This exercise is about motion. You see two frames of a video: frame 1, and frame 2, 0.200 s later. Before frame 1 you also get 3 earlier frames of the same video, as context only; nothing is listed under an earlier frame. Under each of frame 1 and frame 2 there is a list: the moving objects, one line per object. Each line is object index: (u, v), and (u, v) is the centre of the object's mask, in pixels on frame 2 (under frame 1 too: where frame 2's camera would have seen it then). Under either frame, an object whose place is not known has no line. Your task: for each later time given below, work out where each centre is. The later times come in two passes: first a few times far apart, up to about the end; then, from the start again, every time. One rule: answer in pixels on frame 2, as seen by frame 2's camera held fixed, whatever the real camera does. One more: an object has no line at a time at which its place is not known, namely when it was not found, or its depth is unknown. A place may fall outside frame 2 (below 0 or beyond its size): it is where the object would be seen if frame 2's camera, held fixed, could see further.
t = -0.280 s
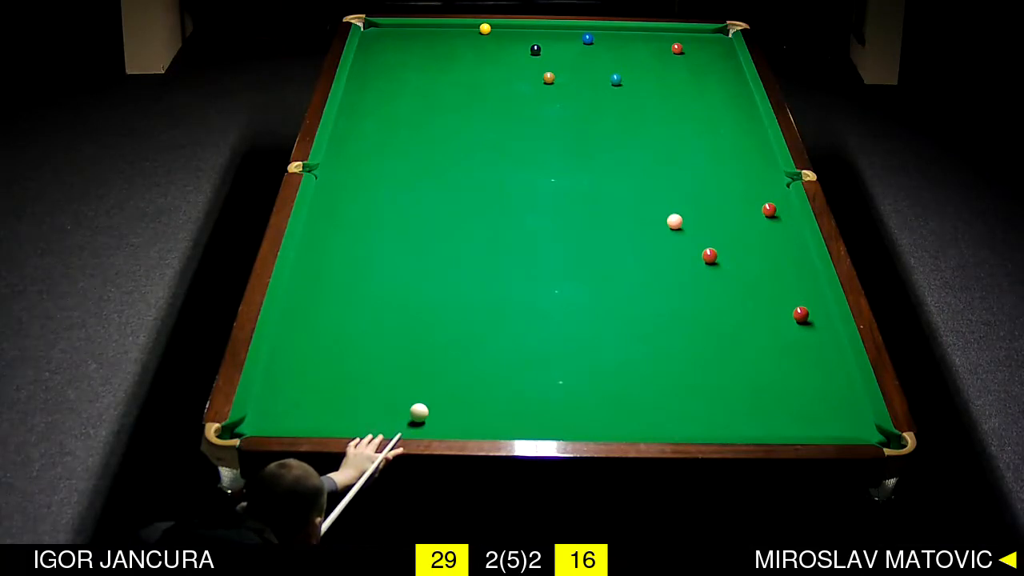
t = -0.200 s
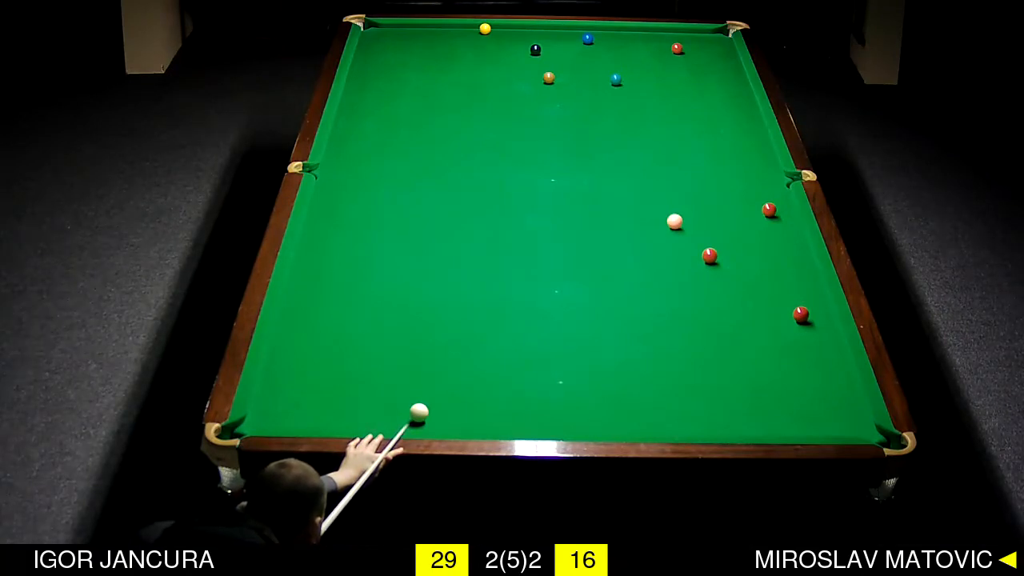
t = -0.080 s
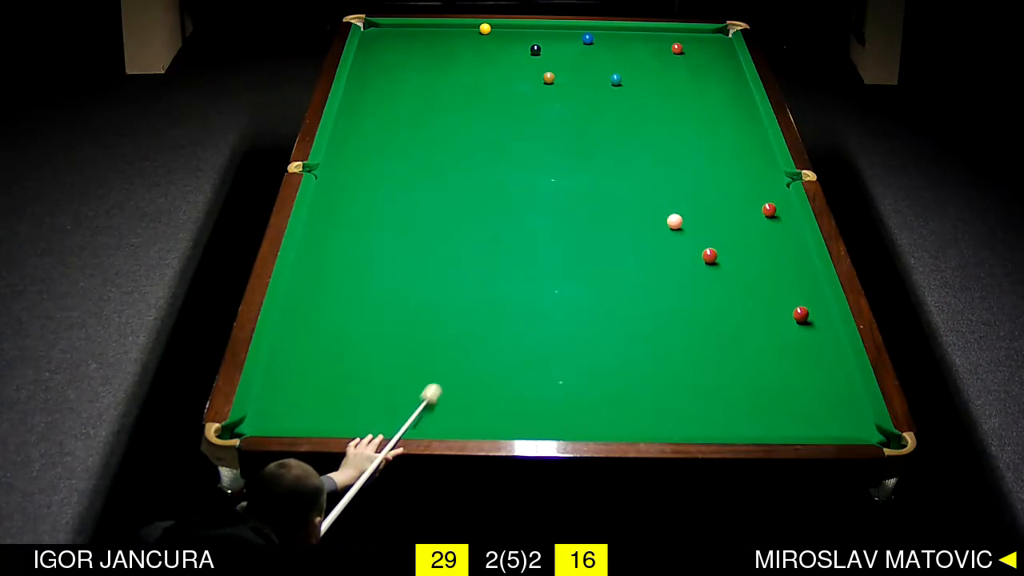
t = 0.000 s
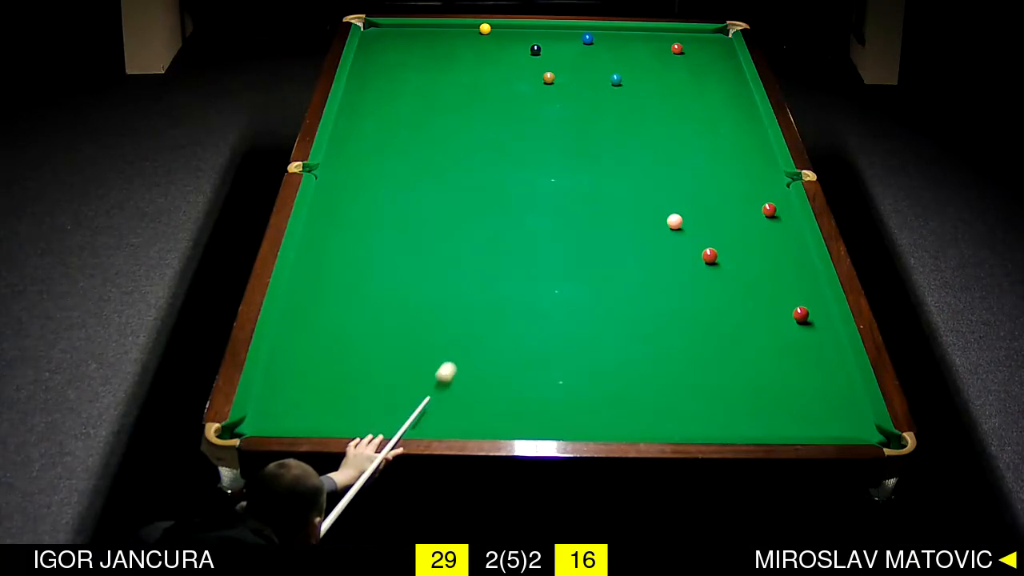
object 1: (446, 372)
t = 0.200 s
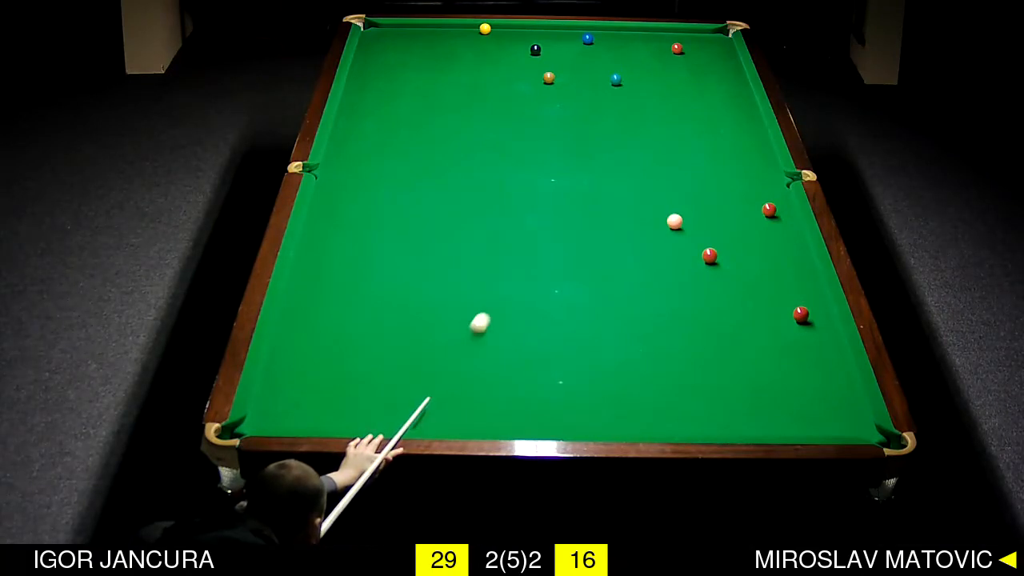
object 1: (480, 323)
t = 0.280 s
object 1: (493, 304)
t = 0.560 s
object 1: (532, 247)
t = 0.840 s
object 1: (567, 198)
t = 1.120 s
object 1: (596, 156)
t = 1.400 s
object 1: (621, 120)
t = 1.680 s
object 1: (643, 87)
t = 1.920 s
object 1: (660, 63)
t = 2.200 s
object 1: (655, 46)
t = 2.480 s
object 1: (640, 32)
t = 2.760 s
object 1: (632, 38)
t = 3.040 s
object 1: (626, 45)
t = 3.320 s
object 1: (621, 53)
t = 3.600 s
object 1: (615, 59)
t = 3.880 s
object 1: (609, 66)
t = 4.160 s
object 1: (604, 72)
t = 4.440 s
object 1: (599, 78)
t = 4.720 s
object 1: (594, 84)
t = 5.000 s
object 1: (590, 89)
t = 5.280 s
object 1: (586, 93)
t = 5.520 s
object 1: (583, 97)
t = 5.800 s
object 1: (580, 100)
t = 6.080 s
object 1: (578, 103)
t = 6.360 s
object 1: (576, 105)
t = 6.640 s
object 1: (575, 107)
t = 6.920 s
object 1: (574, 108)
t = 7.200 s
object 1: (573, 108)
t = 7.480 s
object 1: (573, 108)
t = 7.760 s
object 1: (573, 108)
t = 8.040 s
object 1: (573, 107)
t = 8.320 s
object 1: (573, 107)
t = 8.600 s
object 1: (573, 107)
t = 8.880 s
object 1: (573, 107)
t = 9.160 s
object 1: (573, 107)
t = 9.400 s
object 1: (573, 106)
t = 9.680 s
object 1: (572, 106)
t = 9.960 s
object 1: (572, 106)
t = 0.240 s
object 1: (486, 313)
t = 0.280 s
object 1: (493, 304)
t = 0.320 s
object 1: (499, 295)
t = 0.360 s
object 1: (505, 287)
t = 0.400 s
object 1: (510, 279)
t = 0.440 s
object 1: (516, 270)
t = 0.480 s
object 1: (522, 262)
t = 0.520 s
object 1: (527, 255)
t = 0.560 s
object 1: (532, 247)
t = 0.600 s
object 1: (537, 239)
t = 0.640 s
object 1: (544, 232)
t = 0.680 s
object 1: (549, 225)
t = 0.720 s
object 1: (553, 218)
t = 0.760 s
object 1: (558, 211)
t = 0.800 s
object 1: (562, 204)
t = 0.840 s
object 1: (567, 198)
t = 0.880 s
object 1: (571, 192)
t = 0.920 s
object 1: (576, 185)
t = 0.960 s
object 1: (580, 179)
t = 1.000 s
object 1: (585, 173)
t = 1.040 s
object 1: (588, 167)
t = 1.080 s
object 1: (592, 161)
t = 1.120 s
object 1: (596, 156)
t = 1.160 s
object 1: (600, 150)
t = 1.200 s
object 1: (604, 145)
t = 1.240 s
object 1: (607, 139)
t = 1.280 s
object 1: (611, 134)
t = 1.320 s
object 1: (615, 129)
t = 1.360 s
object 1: (618, 124)
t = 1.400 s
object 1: (621, 120)
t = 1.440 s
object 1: (624, 115)
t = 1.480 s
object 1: (628, 110)
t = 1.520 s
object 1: (631, 105)
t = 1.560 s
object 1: (634, 101)
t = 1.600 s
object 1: (637, 96)
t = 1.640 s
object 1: (640, 92)
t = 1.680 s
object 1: (643, 87)
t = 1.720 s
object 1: (646, 83)
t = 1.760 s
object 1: (649, 79)
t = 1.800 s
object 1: (652, 75)
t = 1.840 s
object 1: (654, 71)
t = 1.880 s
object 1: (657, 67)
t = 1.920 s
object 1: (660, 63)
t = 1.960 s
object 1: (662, 60)
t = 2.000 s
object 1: (665, 56)
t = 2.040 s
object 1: (666, 52)
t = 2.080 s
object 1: (663, 50)
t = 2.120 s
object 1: (660, 49)
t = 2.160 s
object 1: (657, 47)
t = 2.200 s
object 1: (655, 46)
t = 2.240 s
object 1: (653, 43)
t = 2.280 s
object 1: (651, 42)
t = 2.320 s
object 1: (648, 40)
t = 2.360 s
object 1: (646, 38)
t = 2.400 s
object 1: (644, 36)
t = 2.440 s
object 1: (642, 34)
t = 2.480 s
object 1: (640, 32)
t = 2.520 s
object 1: (638, 31)
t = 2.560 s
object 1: (637, 32)
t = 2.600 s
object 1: (636, 33)
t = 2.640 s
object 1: (635, 34)
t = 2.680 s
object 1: (634, 35)
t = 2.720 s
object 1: (633, 37)
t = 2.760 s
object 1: (632, 38)
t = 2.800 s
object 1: (631, 39)
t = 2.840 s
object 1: (630, 41)
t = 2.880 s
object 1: (629, 42)
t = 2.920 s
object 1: (629, 42)
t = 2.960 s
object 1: (628, 43)
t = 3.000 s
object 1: (627, 44)
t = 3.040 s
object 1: (626, 45)
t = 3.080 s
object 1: (625, 47)
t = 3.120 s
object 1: (624, 48)
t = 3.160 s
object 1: (624, 48)
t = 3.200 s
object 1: (623, 49)
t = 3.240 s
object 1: (622, 49)
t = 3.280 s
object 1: (621, 50)
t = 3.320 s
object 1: (621, 53)
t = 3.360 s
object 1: (619, 54)
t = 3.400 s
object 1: (619, 54)
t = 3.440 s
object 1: (618, 54)
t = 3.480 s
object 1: (617, 56)
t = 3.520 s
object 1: (616, 57)
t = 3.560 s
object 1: (616, 58)
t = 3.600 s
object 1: (615, 59)
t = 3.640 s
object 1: (614, 60)
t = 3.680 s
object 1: (613, 61)
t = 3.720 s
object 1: (612, 62)
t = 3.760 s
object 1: (612, 63)
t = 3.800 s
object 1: (611, 64)
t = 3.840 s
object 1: (610, 65)
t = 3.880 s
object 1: (609, 66)
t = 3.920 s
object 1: (608, 67)
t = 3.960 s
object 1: (608, 68)
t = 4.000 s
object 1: (607, 68)
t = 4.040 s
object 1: (606, 69)
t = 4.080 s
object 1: (605, 70)
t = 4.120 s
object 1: (604, 71)
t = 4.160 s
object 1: (604, 72)
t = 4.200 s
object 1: (603, 73)
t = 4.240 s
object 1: (602, 74)
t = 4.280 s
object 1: (602, 75)
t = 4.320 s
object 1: (601, 76)
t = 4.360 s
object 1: (600, 77)
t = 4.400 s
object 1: (600, 77)
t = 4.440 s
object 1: (599, 78)
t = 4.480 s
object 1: (598, 79)
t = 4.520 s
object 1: (598, 80)
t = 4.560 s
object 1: (597, 81)
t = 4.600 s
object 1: (596, 82)
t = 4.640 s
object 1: (596, 82)
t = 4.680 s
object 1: (595, 83)
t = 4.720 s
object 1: (594, 84)
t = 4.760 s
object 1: (594, 85)
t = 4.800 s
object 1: (593, 85)
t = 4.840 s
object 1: (592, 86)
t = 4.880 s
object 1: (592, 87)
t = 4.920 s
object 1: (591, 88)
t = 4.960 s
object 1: (591, 88)
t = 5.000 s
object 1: (590, 89)
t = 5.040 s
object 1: (589, 89)
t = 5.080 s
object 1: (589, 90)
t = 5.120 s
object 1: (588, 91)
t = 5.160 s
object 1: (588, 92)
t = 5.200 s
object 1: (587, 92)
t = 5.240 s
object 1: (587, 93)
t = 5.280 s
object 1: (586, 93)
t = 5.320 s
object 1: (586, 94)
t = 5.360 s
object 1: (585, 95)
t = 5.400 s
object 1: (585, 95)
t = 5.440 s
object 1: (584, 96)
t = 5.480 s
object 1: (584, 96)
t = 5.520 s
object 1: (583, 97)
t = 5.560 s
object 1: (583, 97)
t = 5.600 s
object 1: (582, 98)
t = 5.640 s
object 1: (582, 98)
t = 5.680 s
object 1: (581, 99)
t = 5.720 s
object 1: (581, 99)
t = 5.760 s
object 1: (581, 100)
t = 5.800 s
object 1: (580, 100)
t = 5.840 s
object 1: (580, 101)
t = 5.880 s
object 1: (579, 101)
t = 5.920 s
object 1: (579, 101)
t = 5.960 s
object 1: (579, 102)
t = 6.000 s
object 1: (578, 102)
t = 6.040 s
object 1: (578, 103)
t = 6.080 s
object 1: (578, 103)
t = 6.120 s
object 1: (577, 103)
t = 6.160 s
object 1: (577, 104)
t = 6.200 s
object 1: (577, 104)
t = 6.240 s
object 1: (577, 104)
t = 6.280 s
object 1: (576, 105)
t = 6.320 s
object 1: (576, 105)
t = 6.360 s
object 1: (576, 105)
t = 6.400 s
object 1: (576, 106)
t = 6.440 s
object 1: (575, 106)
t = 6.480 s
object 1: (575, 106)
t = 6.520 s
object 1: (575, 106)
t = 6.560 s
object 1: (575, 107)
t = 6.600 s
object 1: (575, 107)
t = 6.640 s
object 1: (575, 107)
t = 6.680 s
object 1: (575, 107)
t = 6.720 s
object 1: (575, 107)
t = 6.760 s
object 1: (574, 108)
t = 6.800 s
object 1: (574, 108)
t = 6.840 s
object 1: (574, 108)
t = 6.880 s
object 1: (574, 108)
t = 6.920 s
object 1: (574, 108)
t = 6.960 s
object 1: (574, 108)
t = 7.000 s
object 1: (574, 108)
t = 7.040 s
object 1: (573, 108)
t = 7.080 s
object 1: (573, 108)
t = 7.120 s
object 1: (573, 108)
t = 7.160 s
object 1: (573, 108)
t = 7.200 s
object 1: (573, 108)
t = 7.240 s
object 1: (573, 108)
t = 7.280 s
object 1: (573, 108)
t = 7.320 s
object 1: (573, 108)
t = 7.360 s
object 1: (573, 108)
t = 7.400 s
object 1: (573, 108)
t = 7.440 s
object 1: (573, 108)
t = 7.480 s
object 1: (573, 108)
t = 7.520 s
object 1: (573, 108)
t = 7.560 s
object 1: (573, 108)
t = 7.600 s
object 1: (573, 108)
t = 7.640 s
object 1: (573, 108)
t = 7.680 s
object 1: (573, 108)
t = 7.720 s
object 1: (573, 108)
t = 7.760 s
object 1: (573, 108)
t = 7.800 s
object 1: (573, 107)
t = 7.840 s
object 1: (573, 107)
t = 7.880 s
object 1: (573, 107)
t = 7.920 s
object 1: (573, 107)
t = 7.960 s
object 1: (573, 107)
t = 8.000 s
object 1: (573, 107)
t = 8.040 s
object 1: (573, 107)
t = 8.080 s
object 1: (573, 107)
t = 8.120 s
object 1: (573, 107)
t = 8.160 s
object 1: (573, 107)
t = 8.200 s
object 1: (573, 107)
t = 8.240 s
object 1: (573, 107)
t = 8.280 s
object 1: (573, 107)
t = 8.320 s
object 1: (573, 107)
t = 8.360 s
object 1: (573, 107)
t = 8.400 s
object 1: (573, 107)
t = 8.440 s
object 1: (573, 107)
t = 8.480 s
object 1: (573, 107)
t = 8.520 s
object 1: (573, 107)
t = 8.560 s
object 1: (573, 107)
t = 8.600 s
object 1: (573, 107)
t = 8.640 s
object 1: (573, 107)
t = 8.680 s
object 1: (573, 107)
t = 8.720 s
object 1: (573, 107)
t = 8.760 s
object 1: (573, 107)
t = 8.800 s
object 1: (573, 107)
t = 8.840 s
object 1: (573, 107)
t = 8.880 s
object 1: (573, 107)
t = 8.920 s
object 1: (573, 107)
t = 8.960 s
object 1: (573, 107)
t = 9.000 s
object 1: (573, 107)
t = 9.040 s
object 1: (573, 107)
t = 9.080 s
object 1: (573, 107)
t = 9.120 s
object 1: (573, 107)
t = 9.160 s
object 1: (573, 107)
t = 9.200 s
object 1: (573, 106)
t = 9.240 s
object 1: (573, 106)
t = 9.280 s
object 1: (573, 106)
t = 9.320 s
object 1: (573, 106)
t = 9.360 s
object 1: (573, 106)
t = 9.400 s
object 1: (573, 106)
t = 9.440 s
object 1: (573, 106)
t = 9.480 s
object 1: (572, 106)
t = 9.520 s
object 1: (573, 106)
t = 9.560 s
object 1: (573, 106)
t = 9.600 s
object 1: (573, 106)
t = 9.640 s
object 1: (573, 106)
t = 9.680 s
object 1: (572, 106)
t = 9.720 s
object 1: (572, 106)
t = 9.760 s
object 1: (572, 106)
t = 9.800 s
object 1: (572, 106)
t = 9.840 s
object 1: (572, 106)
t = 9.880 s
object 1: (572, 106)
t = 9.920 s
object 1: (572, 106)
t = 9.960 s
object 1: (572, 106)
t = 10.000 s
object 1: (572, 106)
